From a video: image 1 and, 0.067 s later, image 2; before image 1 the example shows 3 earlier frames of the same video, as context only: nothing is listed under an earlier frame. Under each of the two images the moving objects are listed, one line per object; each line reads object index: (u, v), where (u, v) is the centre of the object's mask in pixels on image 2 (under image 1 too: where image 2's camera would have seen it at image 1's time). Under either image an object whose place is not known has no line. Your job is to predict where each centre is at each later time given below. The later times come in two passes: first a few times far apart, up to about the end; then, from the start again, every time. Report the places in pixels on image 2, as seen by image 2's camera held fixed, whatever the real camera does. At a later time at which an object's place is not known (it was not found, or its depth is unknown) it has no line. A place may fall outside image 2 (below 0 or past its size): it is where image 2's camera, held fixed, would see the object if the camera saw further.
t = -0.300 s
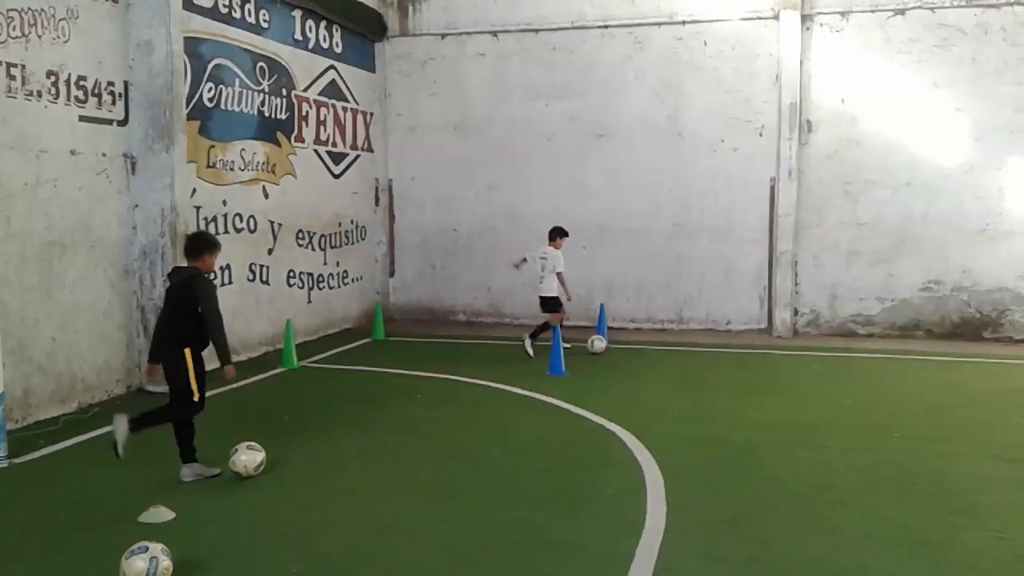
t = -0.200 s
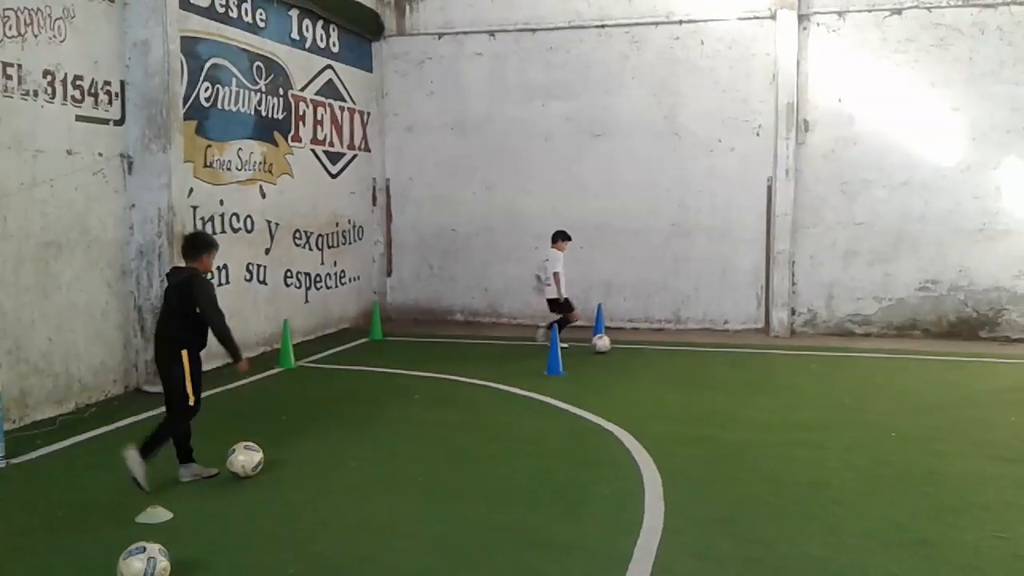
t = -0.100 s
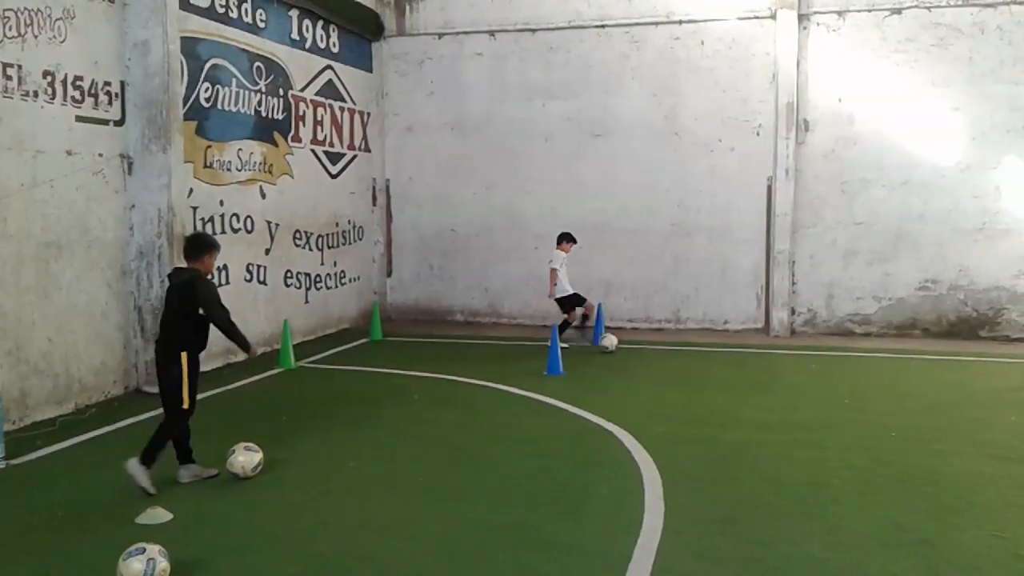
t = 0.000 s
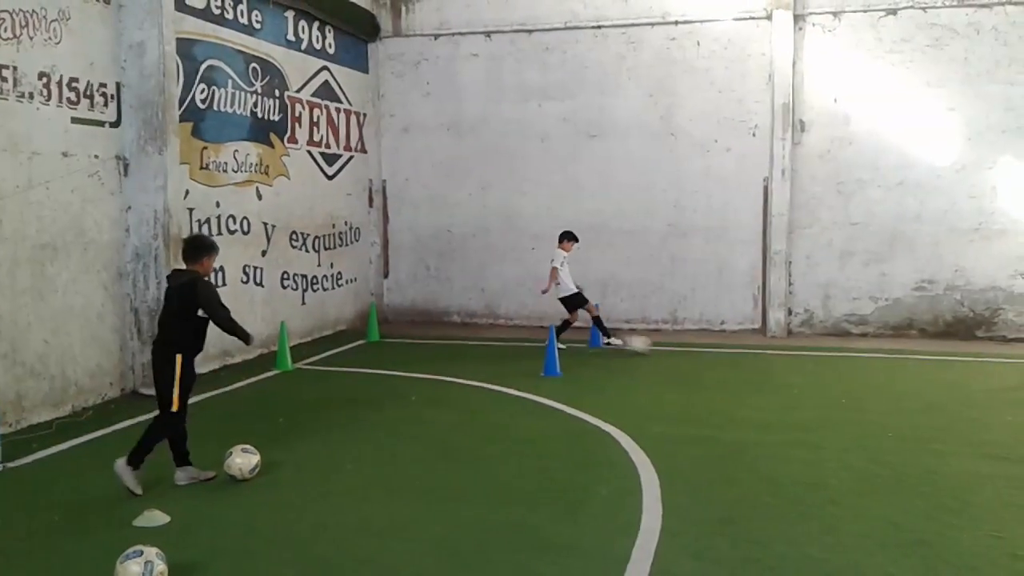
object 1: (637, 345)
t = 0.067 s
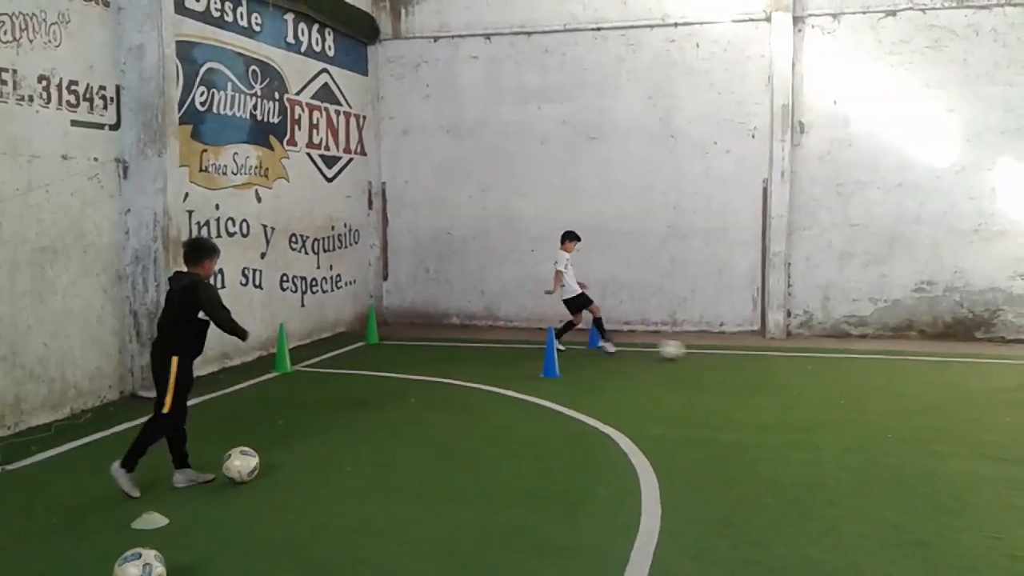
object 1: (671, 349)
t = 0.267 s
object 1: (769, 357)
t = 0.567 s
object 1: (903, 365)
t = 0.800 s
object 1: (1001, 374)
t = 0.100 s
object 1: (689, 351)
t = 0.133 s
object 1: (704, 352)
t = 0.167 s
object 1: (720, 353)
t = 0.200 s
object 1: (737, 355)
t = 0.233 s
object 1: (753, 356)
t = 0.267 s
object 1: (769, 357)
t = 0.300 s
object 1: (786, 358)
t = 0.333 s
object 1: (801, 359)
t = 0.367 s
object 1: (816, 361)
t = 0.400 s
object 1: (830, 360)
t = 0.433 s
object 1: (844, 360)
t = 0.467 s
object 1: (858, 362)
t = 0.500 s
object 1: (873, 366)
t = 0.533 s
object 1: (887, 366)
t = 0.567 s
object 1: (903, 365)
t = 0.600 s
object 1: (917, 367)
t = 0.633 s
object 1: (932, 370)
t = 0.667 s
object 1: (947, 371)
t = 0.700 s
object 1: (962, 371)
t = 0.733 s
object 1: (977, 372)
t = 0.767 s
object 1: (992, 375)
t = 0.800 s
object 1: (1001, 374)
